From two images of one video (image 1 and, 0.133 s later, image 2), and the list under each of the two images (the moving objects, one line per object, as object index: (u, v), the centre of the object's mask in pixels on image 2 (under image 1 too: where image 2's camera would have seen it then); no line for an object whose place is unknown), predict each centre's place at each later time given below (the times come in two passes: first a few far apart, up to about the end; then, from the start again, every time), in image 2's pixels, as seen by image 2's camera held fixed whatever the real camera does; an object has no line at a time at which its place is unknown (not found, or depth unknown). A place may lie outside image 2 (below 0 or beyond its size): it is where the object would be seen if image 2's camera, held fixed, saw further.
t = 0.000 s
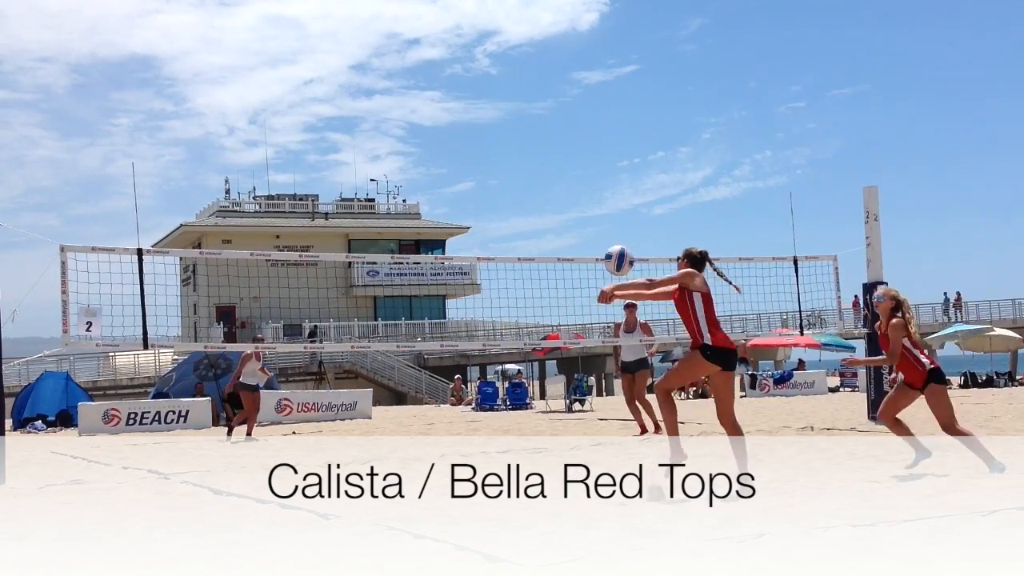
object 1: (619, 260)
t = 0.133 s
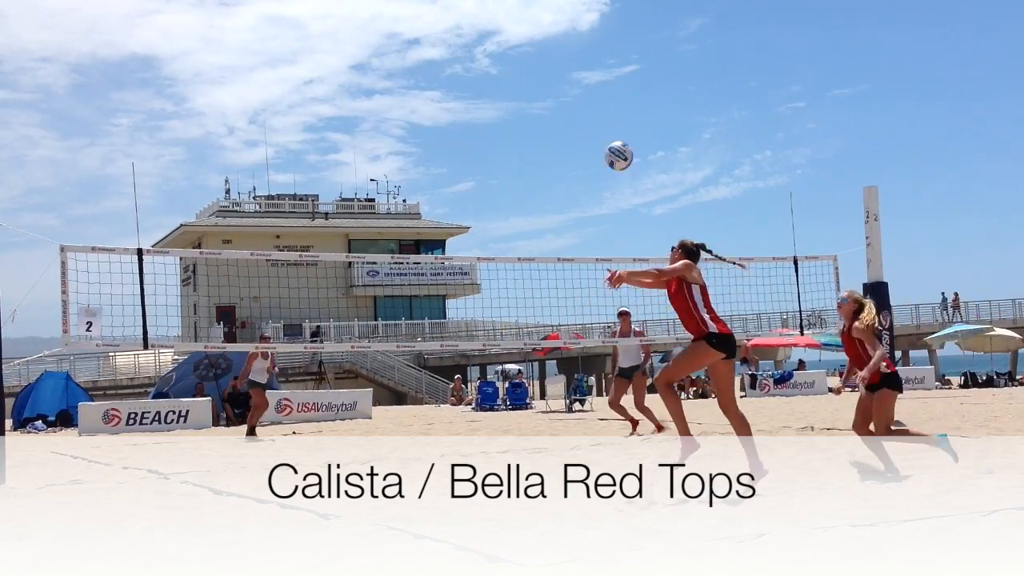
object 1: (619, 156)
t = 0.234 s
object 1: (619, 101)
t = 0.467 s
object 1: (622, 35)
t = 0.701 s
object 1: (627, 38)
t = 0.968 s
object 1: (634, 105)
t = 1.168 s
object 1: (640, 189)
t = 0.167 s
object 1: (619, 135)
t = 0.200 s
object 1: (619, 117)
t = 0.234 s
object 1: (619, 101)
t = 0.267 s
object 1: (620, 87)
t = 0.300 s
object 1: (620, 74)
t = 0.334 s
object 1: (621, 63)
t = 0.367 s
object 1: (621, 54)
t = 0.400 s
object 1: (621, 46)
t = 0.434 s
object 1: (622, 40)
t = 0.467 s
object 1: (622, 35)
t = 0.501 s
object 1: (623, 32)
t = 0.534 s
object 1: (624, 30)
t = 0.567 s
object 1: (625, 29)
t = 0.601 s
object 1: (625, 30)
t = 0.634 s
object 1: (625, 31)
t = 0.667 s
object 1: (626, 34)
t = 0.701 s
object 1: (627, 38)
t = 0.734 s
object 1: (628, 43)
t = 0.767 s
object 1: (629, 49)
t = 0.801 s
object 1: (630, 56)
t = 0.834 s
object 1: (630, 64)
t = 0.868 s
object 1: (631, 73)
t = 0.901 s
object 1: (632, 82)
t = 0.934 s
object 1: (633, 93)
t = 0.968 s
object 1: (634, 105)
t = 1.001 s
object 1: (635, 117)
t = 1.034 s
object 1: (636, 130)
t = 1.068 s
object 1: (637, 144)
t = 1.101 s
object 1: (638, 158)
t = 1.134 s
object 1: (639, 173)
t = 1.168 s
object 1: (640, 189)
